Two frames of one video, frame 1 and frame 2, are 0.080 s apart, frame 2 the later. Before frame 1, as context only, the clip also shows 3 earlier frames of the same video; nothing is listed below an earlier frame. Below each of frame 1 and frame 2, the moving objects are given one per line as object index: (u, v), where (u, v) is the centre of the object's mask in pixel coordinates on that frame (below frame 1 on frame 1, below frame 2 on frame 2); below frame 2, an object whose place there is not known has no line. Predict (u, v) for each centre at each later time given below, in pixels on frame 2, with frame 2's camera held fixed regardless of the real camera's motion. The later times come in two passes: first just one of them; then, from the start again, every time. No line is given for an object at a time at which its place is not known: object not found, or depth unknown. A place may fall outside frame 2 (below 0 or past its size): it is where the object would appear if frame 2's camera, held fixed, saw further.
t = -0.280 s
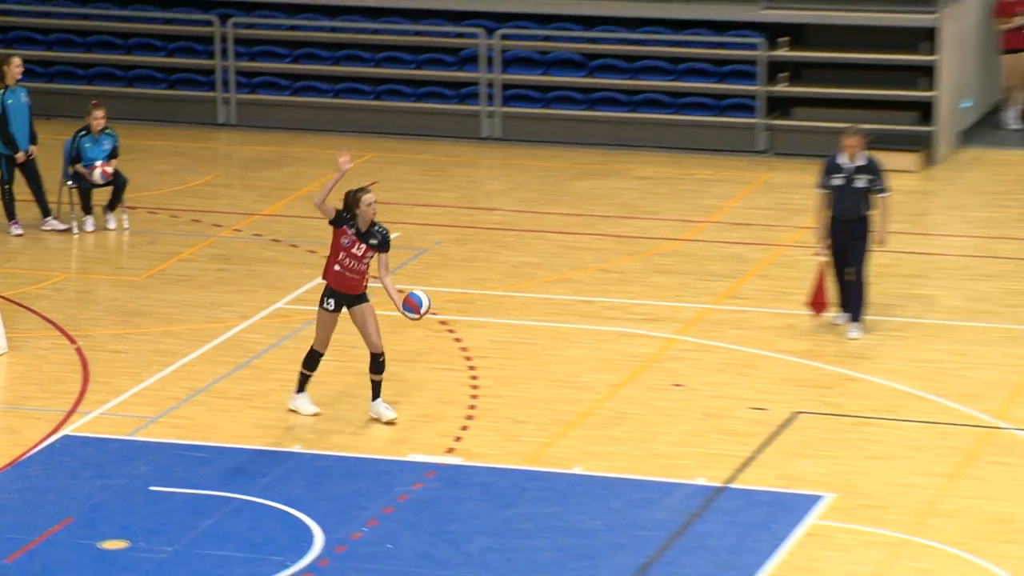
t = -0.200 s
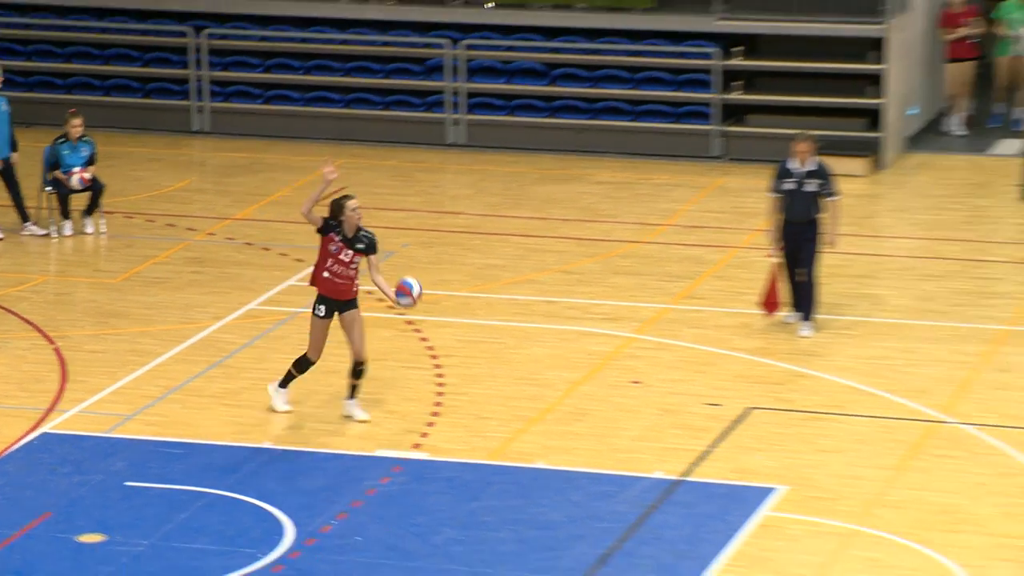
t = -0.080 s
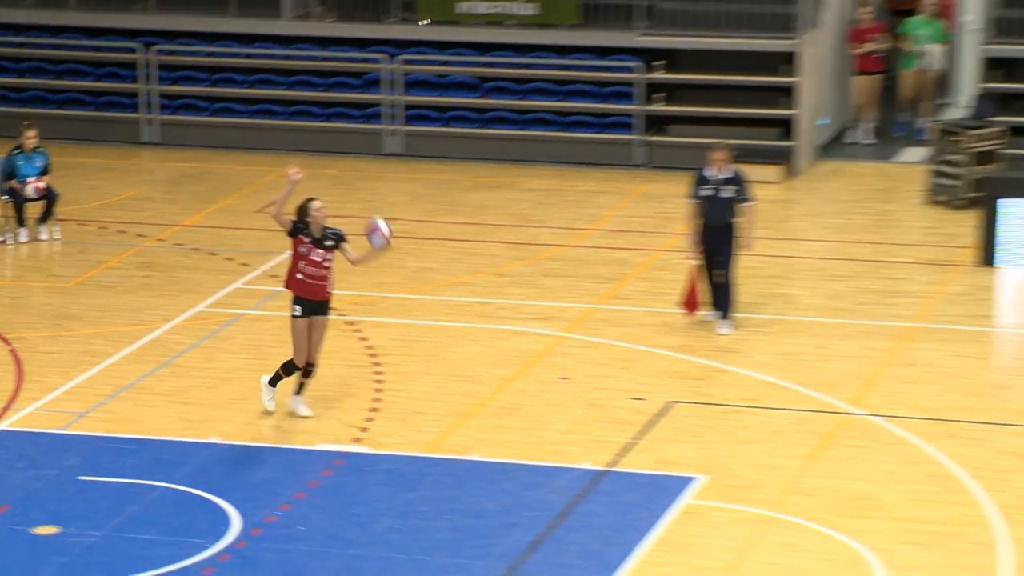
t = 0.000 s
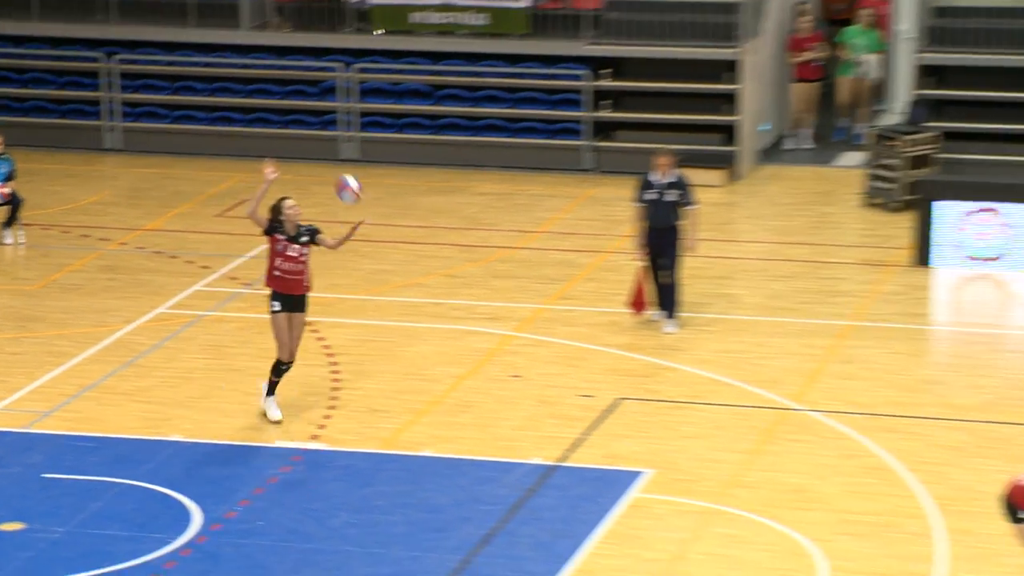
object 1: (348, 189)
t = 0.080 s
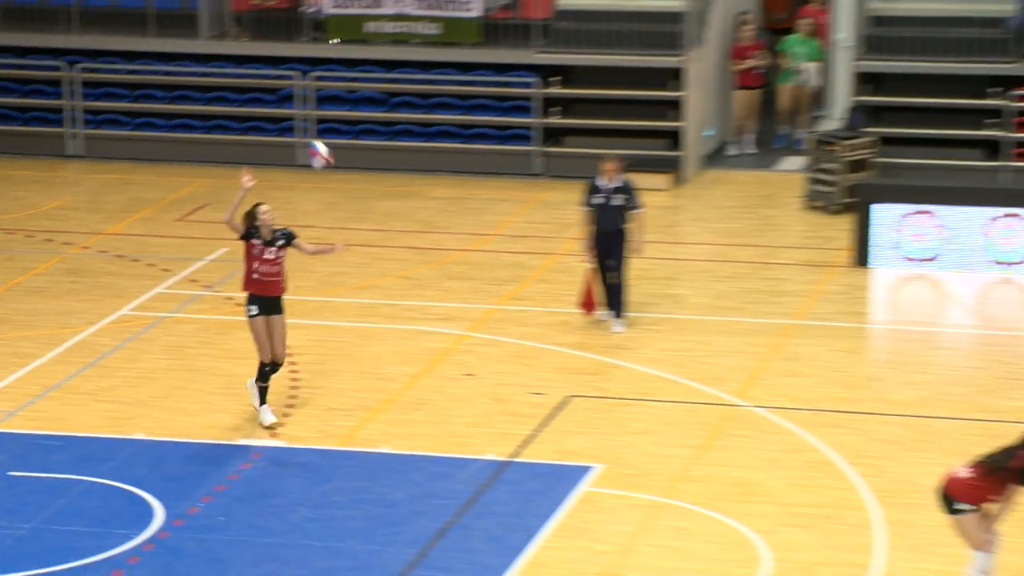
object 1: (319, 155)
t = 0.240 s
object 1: (344, 99)
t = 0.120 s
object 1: (325, 138)
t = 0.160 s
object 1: (332, 124)
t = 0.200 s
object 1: (338, 110)
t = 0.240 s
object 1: (344, 99)
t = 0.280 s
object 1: (351, 89)
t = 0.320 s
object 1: (357, 83)
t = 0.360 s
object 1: (365, 76)
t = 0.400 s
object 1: (372, 72)
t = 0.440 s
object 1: (378, 70)
